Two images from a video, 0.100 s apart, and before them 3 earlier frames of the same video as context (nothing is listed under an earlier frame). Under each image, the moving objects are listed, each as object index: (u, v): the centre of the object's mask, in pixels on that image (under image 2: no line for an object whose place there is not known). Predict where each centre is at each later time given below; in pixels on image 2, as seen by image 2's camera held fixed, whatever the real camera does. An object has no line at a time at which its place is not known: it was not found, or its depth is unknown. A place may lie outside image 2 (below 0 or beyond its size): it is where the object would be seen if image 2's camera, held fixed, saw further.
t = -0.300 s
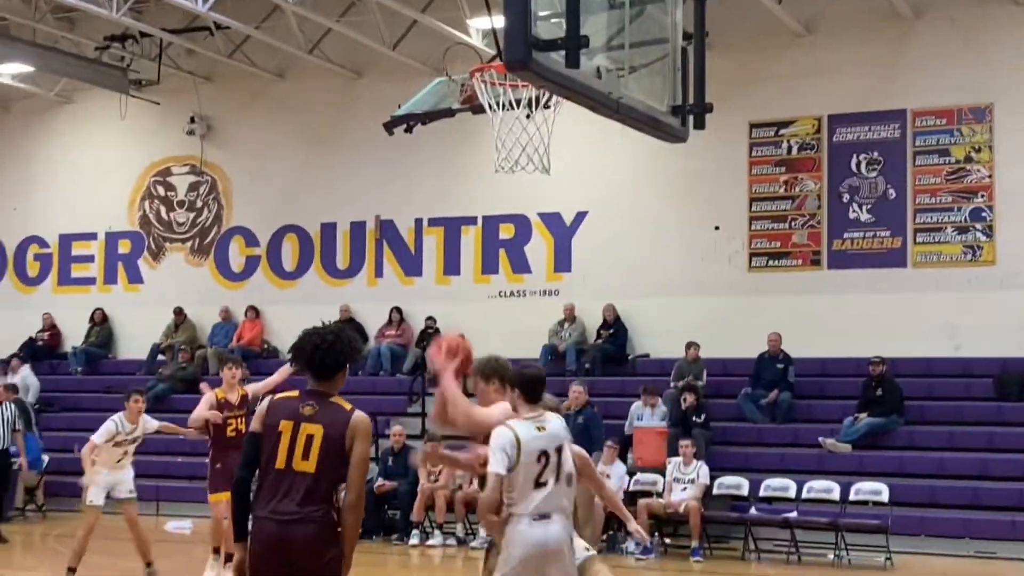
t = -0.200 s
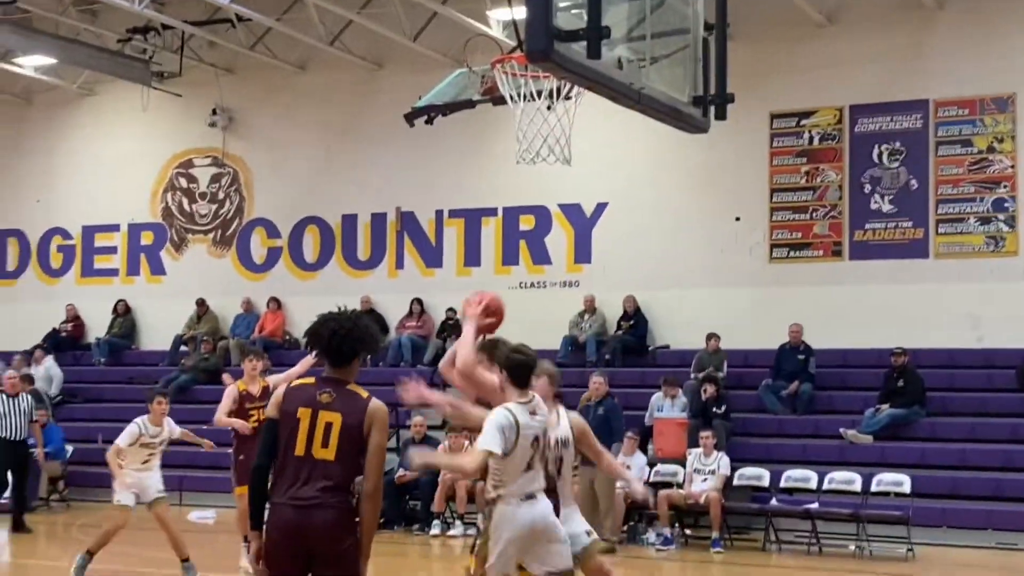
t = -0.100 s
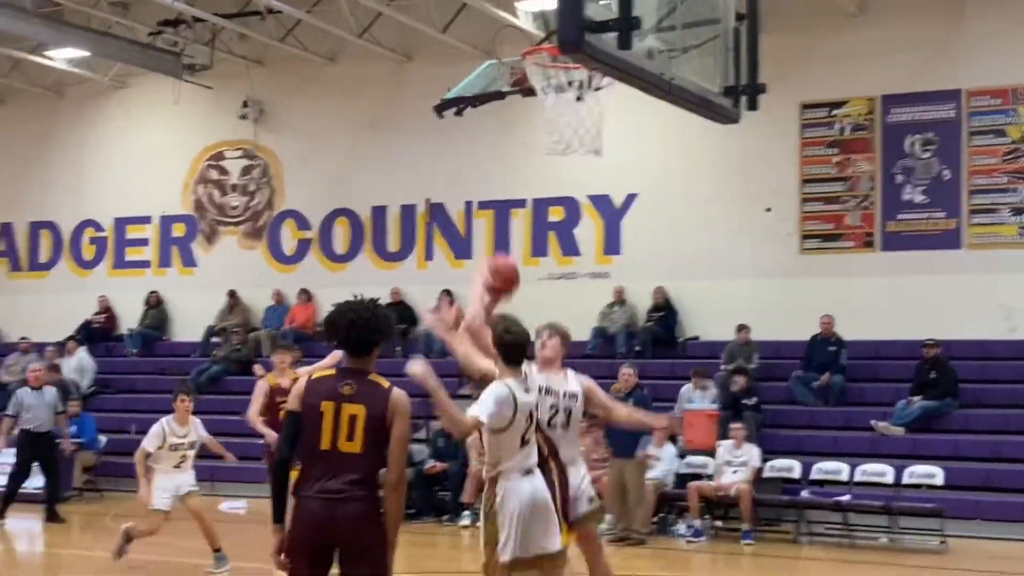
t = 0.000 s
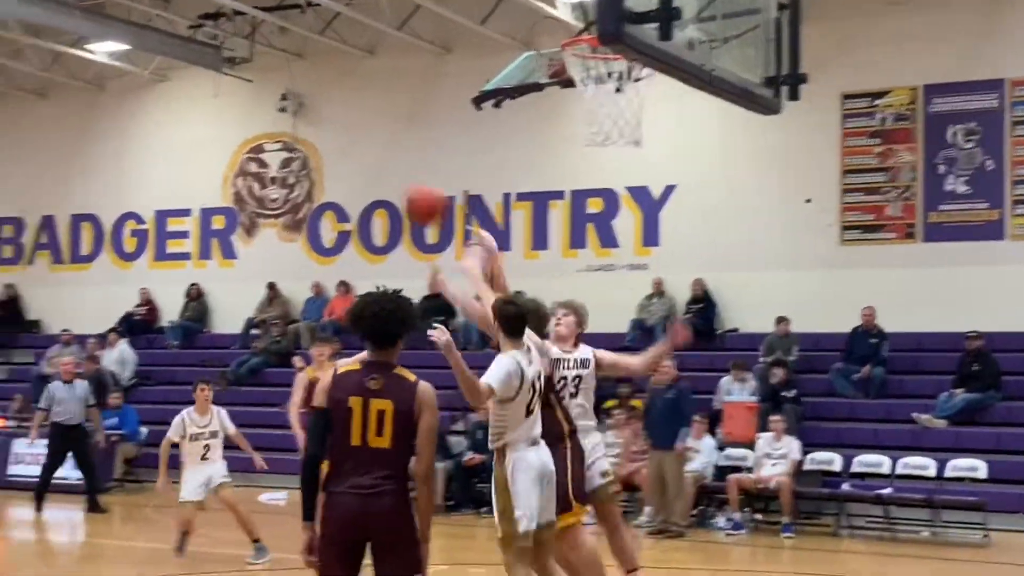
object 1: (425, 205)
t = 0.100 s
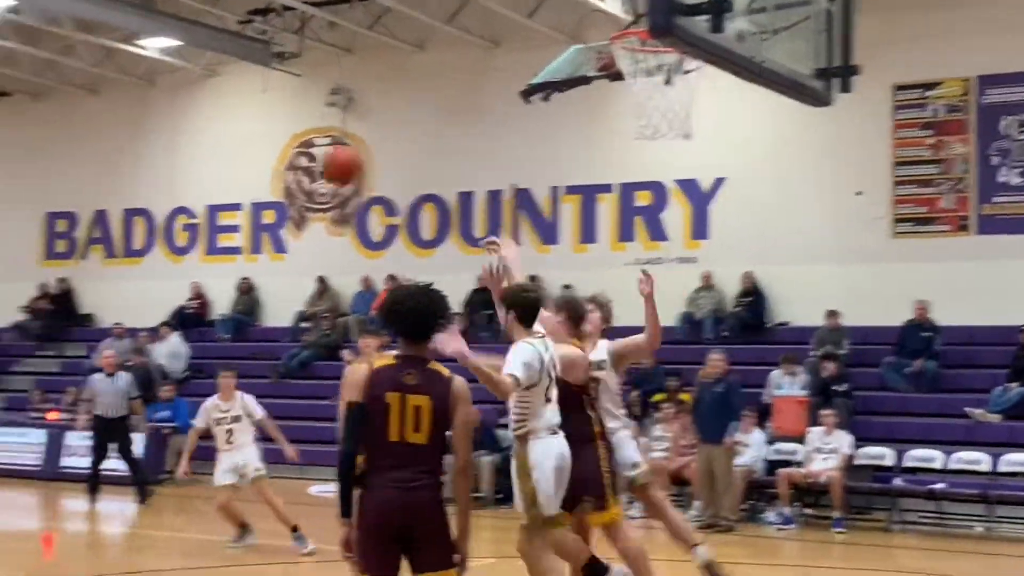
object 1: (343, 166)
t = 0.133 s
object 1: (294, 159)
